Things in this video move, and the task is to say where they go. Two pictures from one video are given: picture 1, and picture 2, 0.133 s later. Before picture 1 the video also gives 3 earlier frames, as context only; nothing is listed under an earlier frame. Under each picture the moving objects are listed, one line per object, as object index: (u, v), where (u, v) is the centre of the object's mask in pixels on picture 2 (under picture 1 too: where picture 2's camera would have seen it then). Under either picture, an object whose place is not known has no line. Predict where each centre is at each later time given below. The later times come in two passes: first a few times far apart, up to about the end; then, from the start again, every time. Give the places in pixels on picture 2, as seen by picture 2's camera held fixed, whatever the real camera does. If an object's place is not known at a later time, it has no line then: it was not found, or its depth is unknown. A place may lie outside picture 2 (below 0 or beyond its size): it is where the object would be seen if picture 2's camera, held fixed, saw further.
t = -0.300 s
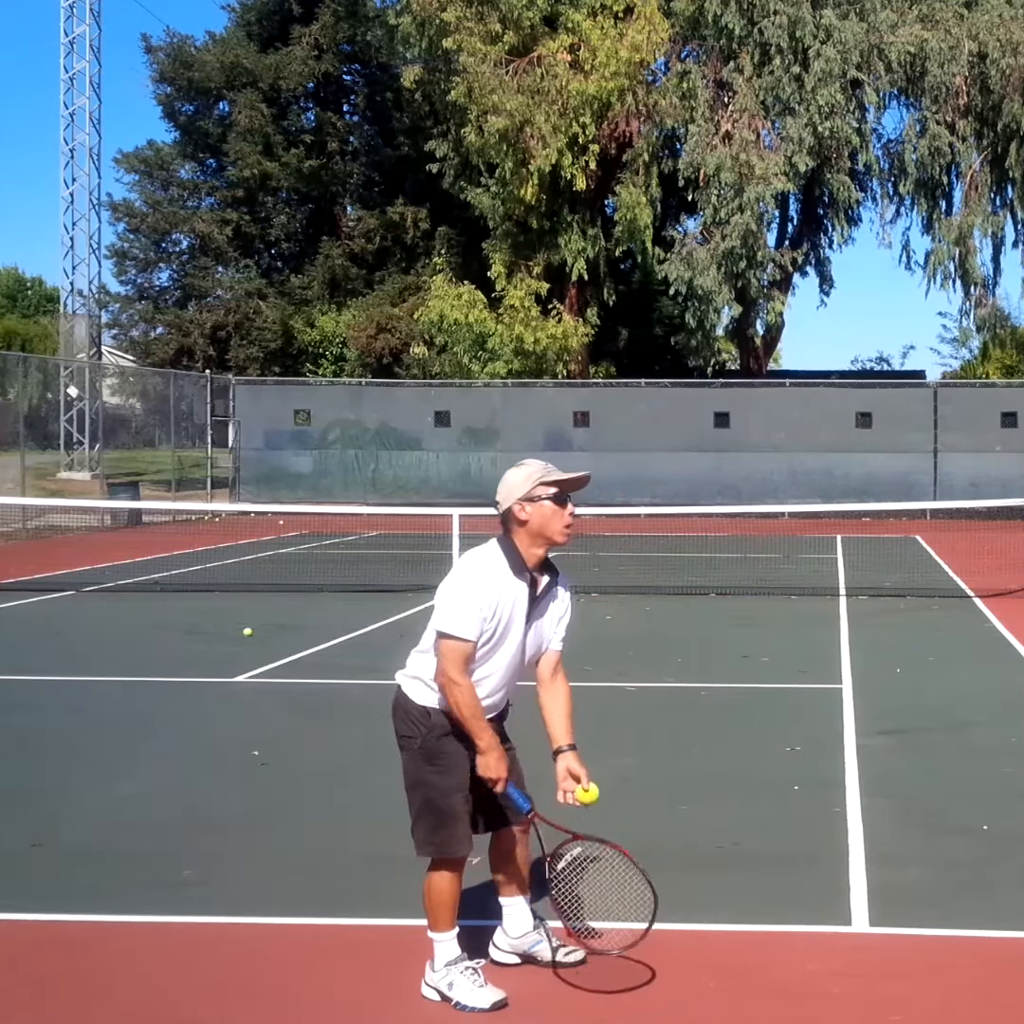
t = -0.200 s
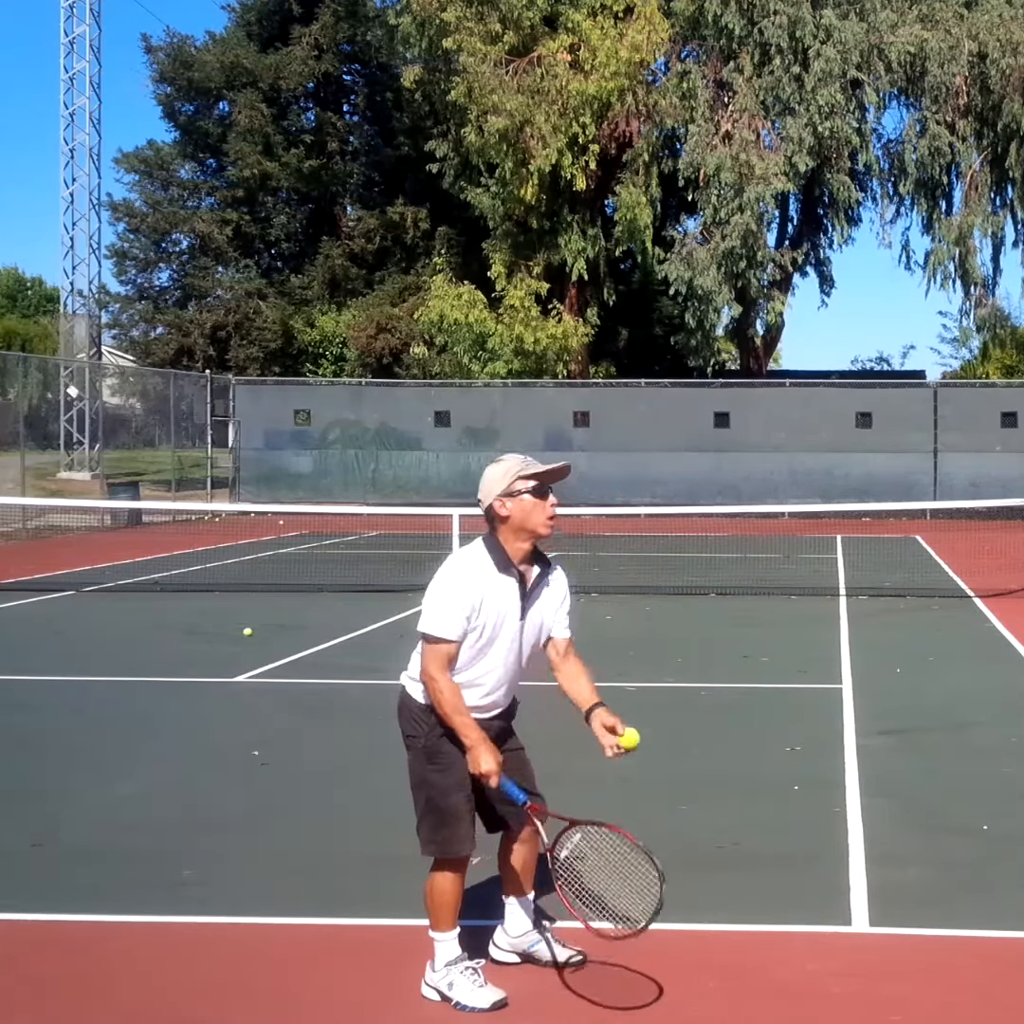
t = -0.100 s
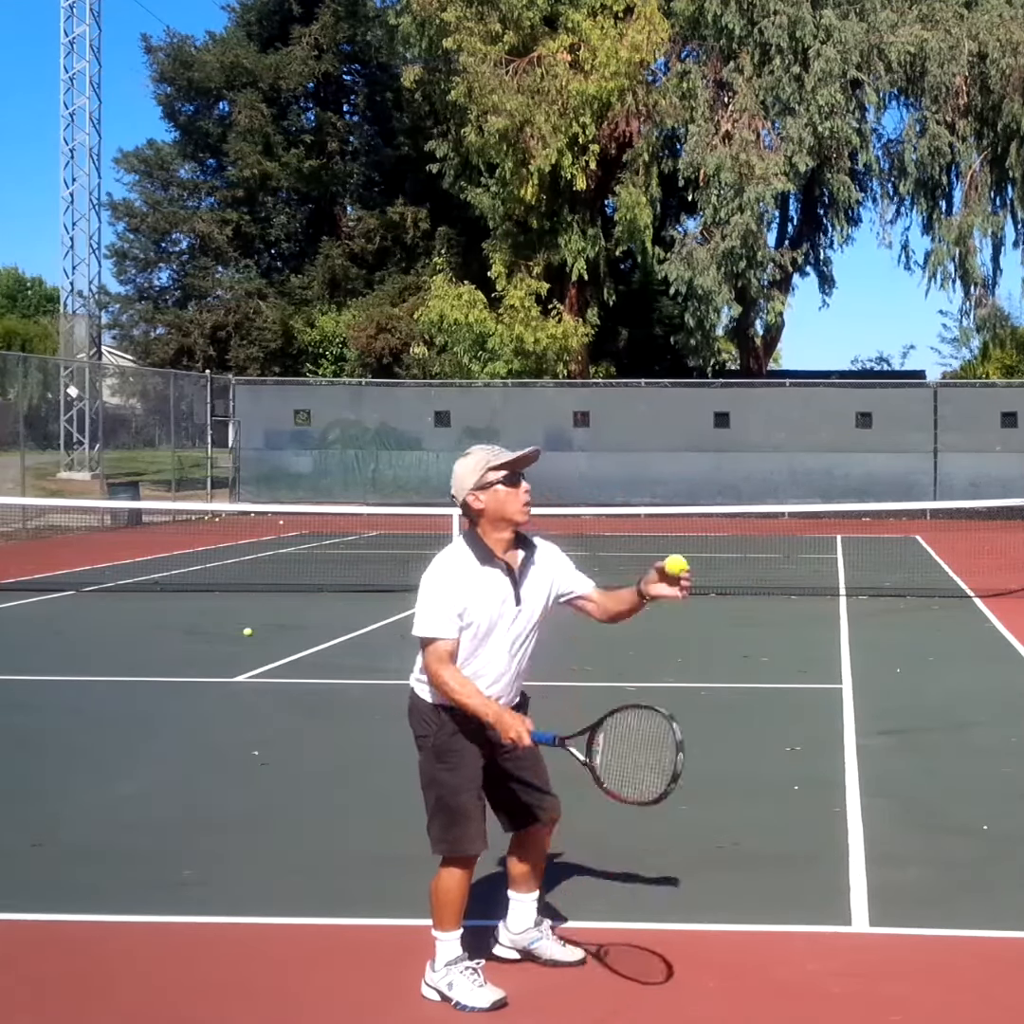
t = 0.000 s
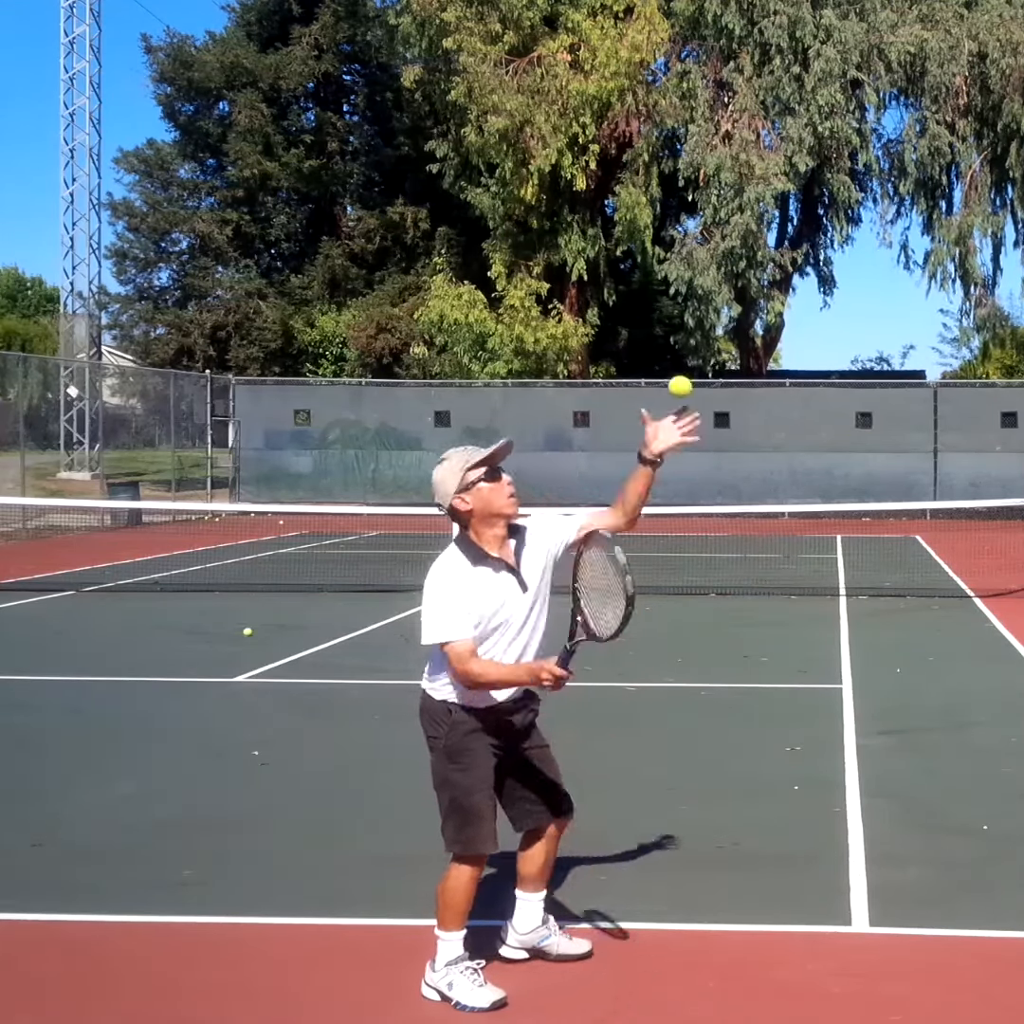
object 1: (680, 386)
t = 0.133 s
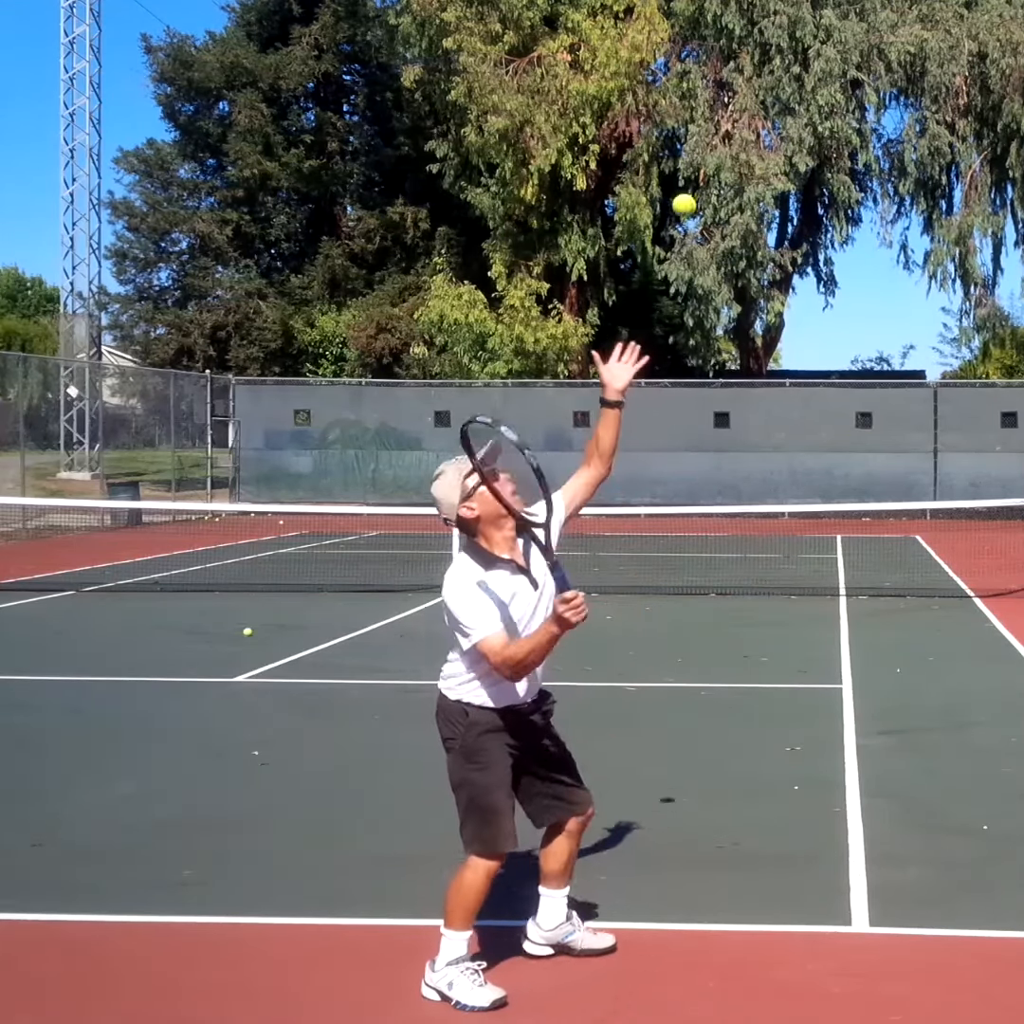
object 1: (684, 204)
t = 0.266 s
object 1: (687, 83)
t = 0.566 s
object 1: (692, 33)
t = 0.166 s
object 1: (685, 169)
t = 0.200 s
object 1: (685, 136)
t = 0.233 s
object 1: (686, 109)
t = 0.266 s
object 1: (687, 83)
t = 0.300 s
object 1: (687, 62)
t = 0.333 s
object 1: (688, 46)
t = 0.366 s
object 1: (689, 33)
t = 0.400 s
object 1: (690, 24)
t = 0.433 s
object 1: (690, 18)
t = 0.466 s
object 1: (690, 17)
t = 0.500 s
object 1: (691, 19)
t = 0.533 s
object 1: (692, 24)
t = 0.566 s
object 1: (692, 33)
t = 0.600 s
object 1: (692, 46)
